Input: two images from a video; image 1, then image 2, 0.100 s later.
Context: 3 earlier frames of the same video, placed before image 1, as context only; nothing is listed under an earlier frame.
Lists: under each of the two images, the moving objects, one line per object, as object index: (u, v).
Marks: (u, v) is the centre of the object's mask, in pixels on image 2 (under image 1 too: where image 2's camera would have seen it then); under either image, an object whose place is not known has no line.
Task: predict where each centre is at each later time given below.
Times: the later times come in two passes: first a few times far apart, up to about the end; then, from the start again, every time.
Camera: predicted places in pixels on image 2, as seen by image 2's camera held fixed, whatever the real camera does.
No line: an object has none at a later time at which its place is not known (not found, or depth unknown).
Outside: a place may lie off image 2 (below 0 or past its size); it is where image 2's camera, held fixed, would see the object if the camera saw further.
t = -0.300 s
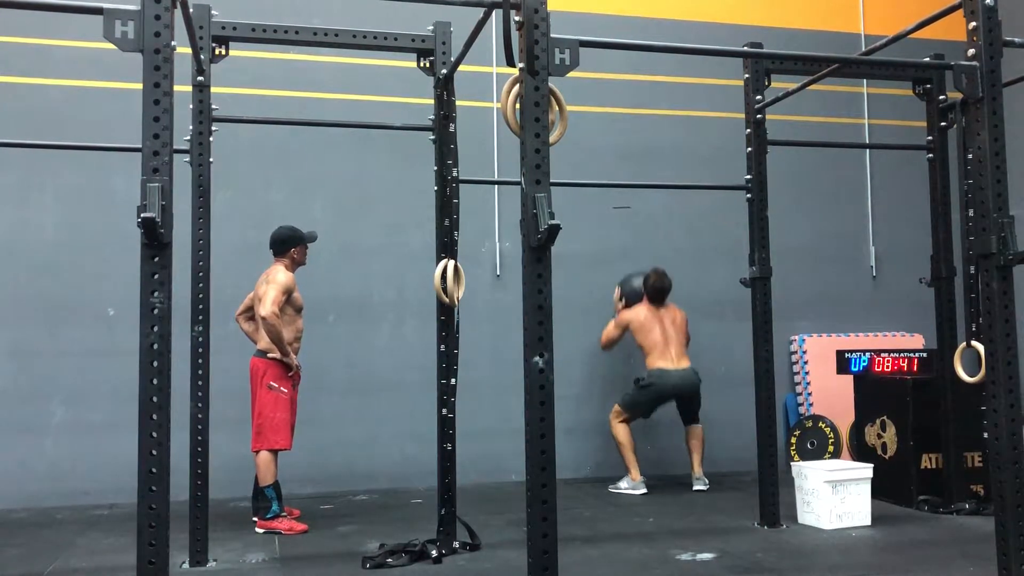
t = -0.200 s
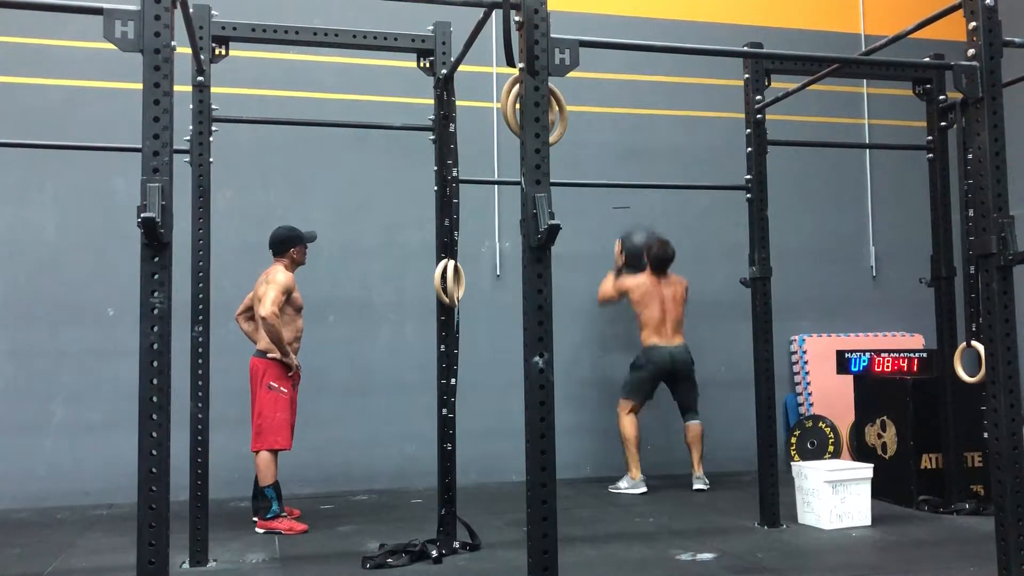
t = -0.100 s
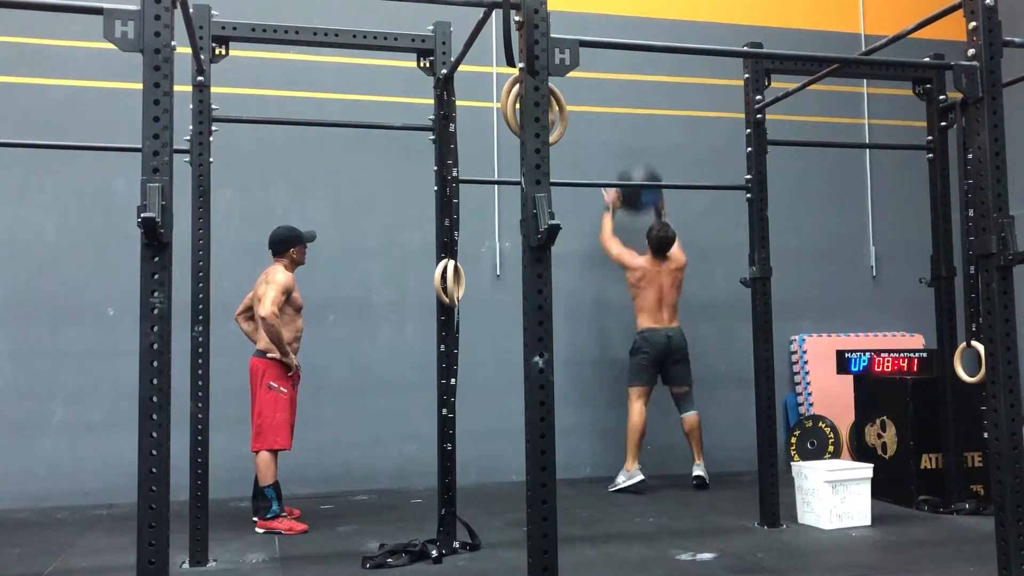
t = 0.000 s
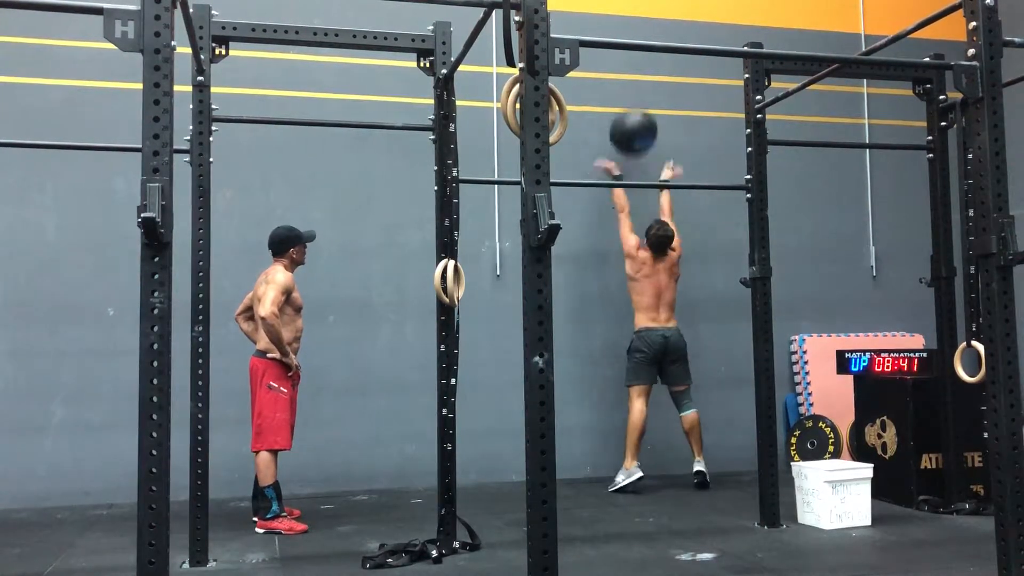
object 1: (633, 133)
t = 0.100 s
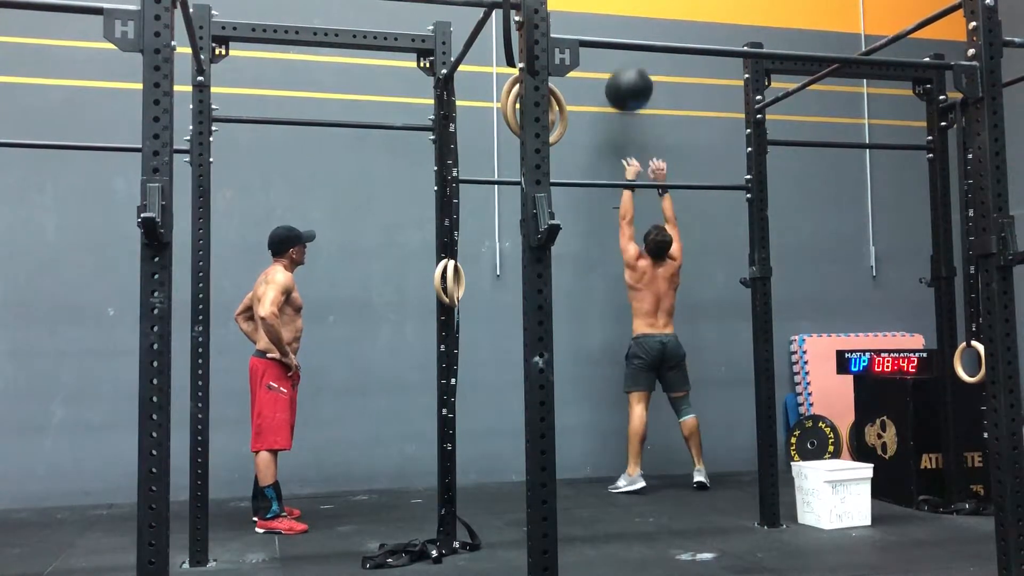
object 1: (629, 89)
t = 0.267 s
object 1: (622, 51)
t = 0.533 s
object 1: (622, 56)
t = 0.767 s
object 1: (627, 133)
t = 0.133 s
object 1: (627, 78)
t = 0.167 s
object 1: (626, 70)
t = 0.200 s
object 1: (624, 65)
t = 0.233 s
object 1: (622, 62)
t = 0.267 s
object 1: (622, 51)
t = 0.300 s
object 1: (621, 48)
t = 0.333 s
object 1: (619, 49)
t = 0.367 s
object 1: (619, 49)
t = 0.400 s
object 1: (619, 49)
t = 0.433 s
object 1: (620, 48)
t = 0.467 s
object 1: (621, 48)
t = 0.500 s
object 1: (621, 51)
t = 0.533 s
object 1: (622, 56)
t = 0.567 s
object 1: (622, 65)
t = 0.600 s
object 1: (623, 70)
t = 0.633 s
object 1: (624, 78)
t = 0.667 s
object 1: (624, 89)
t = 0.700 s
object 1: (625, 102)
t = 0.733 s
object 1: (626, 115)
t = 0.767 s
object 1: (627, 133)
